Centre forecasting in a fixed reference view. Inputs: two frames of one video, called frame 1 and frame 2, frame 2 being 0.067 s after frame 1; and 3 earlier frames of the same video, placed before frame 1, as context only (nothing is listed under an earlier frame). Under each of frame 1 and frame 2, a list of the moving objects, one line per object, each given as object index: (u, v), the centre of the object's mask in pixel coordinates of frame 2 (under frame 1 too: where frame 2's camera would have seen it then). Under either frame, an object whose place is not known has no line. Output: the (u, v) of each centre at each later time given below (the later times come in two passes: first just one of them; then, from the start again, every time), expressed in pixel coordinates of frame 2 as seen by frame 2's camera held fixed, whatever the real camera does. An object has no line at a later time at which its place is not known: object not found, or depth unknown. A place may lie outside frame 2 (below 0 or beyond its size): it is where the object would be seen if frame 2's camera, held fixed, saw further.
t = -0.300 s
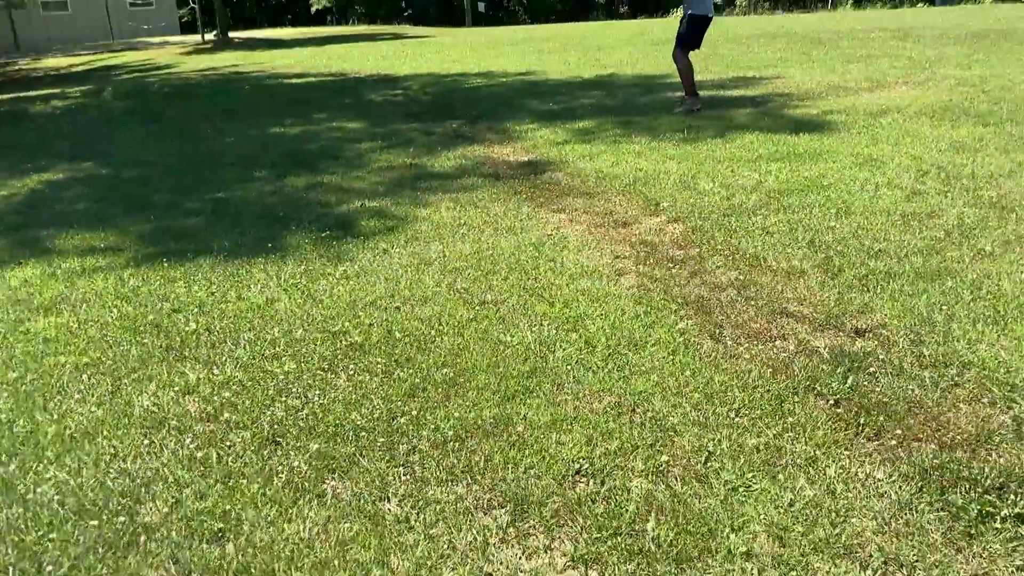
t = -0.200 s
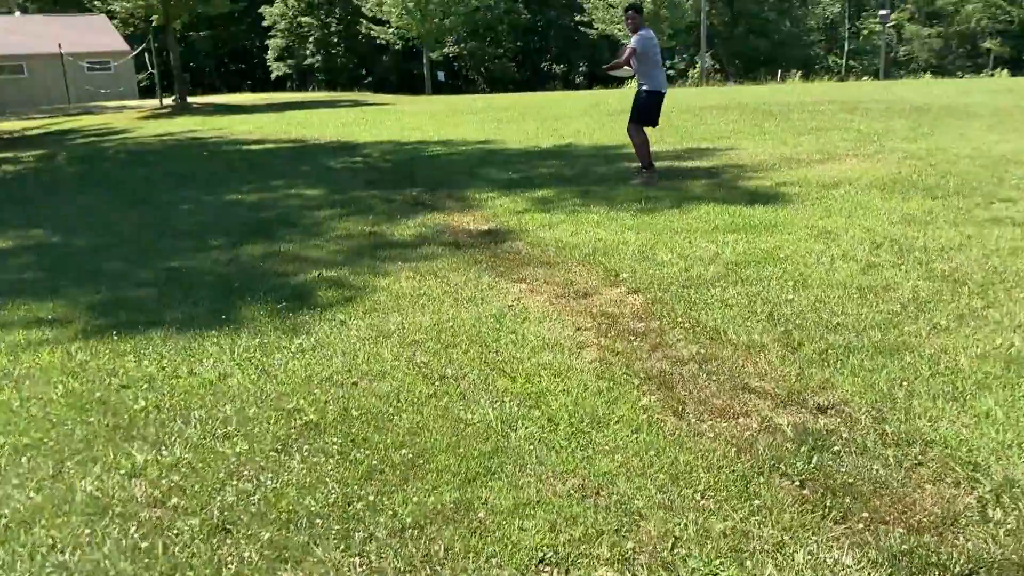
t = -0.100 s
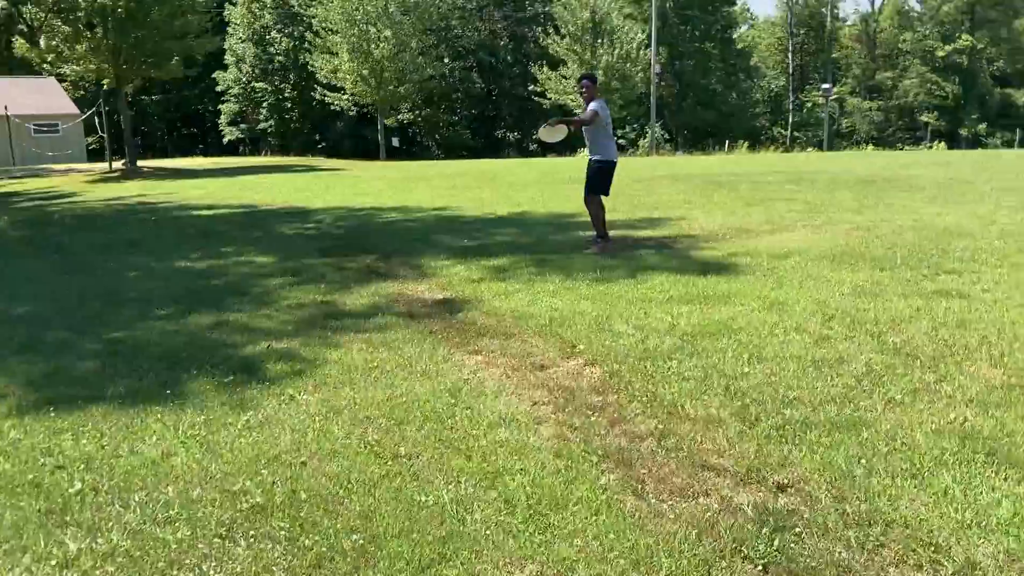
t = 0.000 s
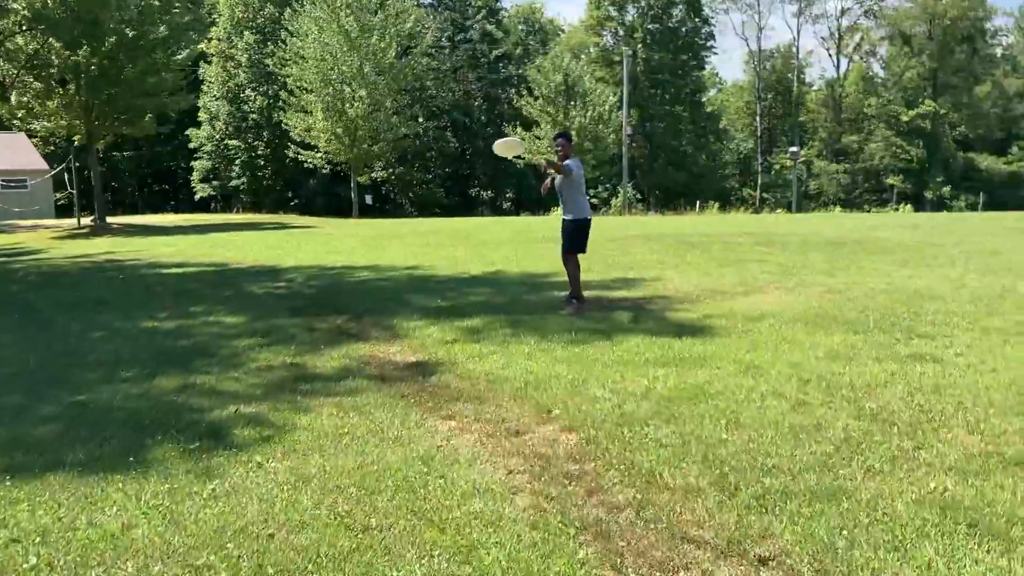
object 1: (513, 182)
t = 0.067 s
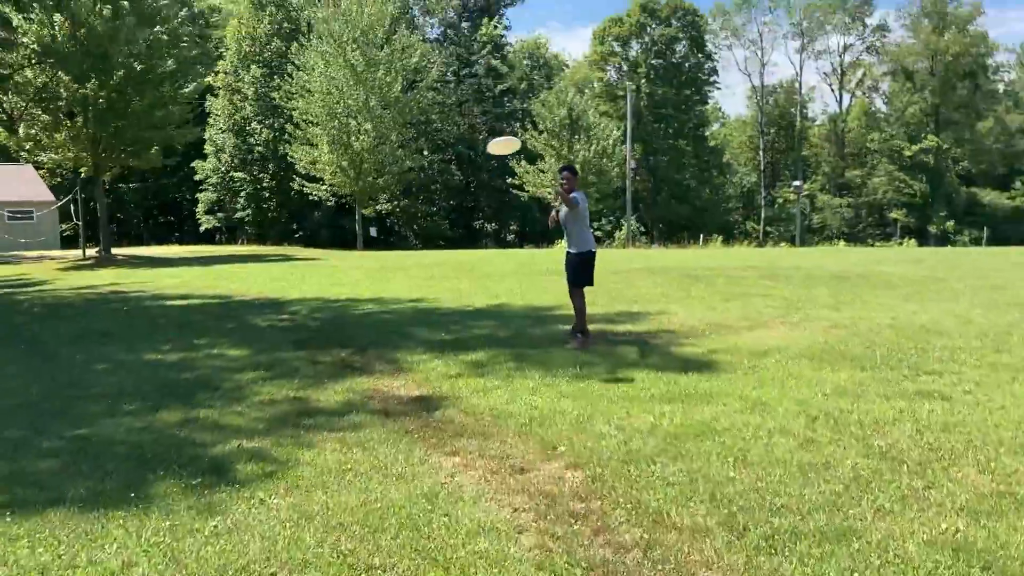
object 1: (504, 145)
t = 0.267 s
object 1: (467, 28)
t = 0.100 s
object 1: (498, 127)
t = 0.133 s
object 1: (493, 108)
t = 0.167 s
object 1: (486, 89)
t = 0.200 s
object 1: (480, 69)
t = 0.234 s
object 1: (473, 48)
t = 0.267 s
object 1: (467, 28)
